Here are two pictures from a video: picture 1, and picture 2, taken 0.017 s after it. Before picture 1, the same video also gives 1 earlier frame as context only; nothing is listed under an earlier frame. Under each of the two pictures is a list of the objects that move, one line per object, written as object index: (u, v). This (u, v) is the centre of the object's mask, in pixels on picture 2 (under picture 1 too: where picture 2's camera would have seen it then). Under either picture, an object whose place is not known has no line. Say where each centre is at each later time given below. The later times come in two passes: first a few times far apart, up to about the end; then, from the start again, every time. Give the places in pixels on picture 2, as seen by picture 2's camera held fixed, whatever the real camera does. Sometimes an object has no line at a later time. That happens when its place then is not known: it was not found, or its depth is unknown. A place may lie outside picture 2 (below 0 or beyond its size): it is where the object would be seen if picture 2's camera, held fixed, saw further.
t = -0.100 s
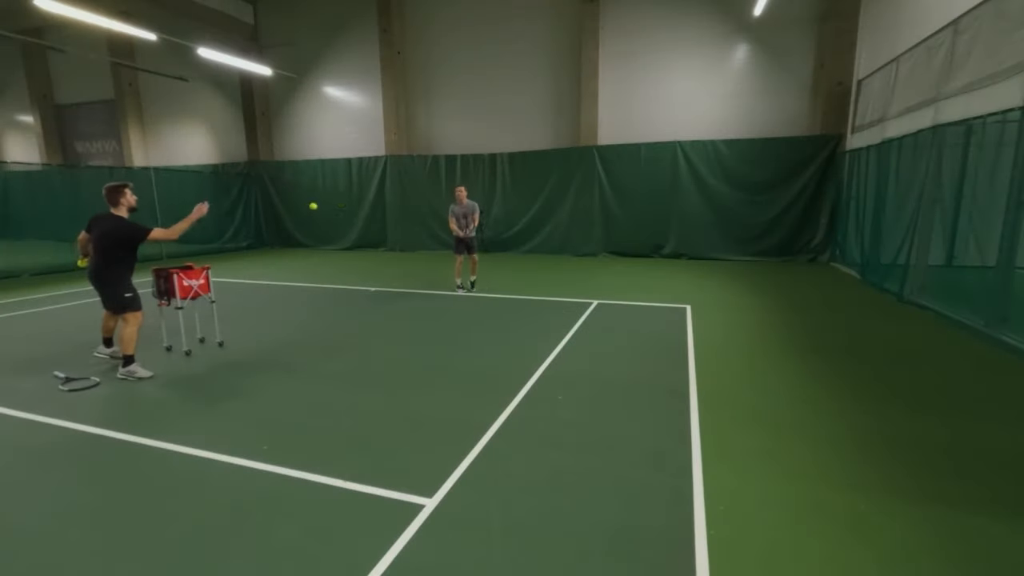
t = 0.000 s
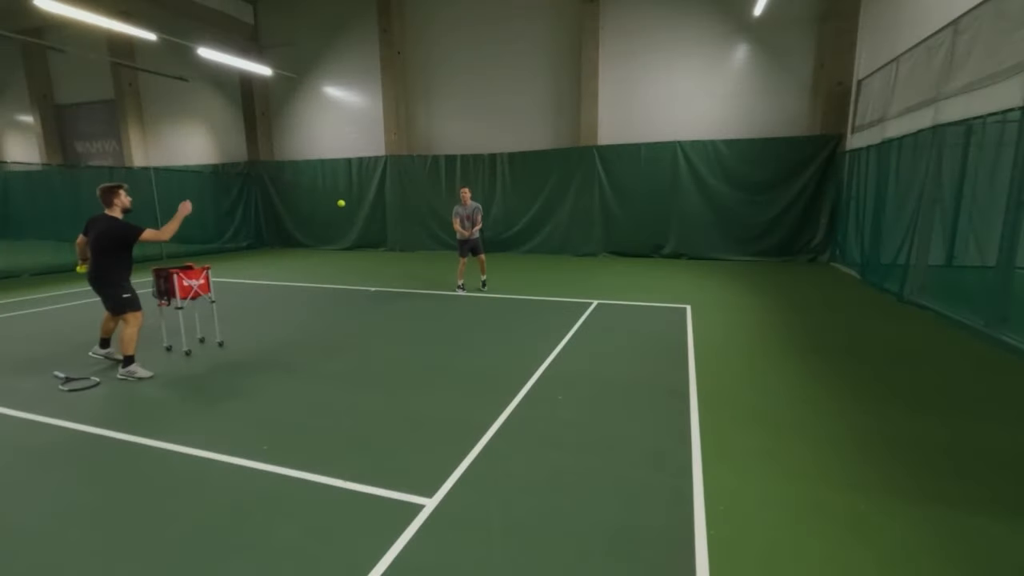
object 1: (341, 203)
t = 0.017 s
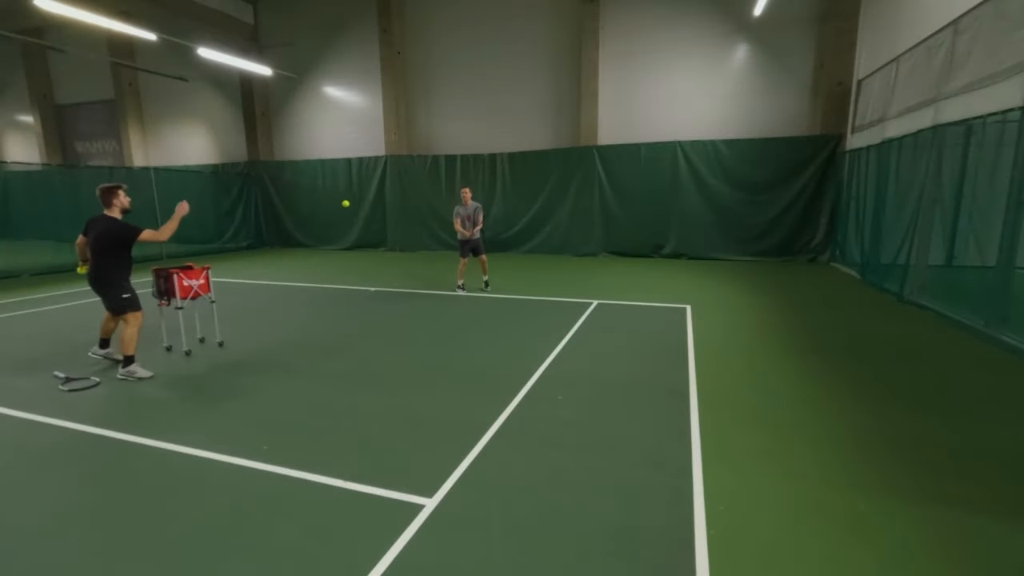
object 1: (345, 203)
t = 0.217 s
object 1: (396, 226)
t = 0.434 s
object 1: (444, 280)
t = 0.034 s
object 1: (349, 204)
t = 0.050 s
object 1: (354, 205)
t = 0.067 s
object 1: (358, 206)
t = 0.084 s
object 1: (363, 207)
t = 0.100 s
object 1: (367, 208)
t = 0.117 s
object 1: (371, 210)
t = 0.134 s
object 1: (375, 212)
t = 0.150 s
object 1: (380, 215)
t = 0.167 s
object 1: (384, 217)
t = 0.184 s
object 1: (388, 220)
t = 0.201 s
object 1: (392, 223)
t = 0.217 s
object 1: (396, 226)
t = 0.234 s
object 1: (400, 229)
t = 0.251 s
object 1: (404, 232)
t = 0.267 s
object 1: (408, 236)
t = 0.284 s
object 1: (411, 239)
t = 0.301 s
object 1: (415, 243)
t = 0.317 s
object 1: (419, 247)
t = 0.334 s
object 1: (423, 251)
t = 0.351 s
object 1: (426, 256)
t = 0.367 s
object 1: (430, 260)
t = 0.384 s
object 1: (433, 265)
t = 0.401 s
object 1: (437, 270)
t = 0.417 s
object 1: (440, 274)
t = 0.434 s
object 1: (444, 280)
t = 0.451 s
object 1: (447, 285)
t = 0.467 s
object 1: (451, 290)
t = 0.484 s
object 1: (454, 296)
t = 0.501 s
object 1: (457, 301)
